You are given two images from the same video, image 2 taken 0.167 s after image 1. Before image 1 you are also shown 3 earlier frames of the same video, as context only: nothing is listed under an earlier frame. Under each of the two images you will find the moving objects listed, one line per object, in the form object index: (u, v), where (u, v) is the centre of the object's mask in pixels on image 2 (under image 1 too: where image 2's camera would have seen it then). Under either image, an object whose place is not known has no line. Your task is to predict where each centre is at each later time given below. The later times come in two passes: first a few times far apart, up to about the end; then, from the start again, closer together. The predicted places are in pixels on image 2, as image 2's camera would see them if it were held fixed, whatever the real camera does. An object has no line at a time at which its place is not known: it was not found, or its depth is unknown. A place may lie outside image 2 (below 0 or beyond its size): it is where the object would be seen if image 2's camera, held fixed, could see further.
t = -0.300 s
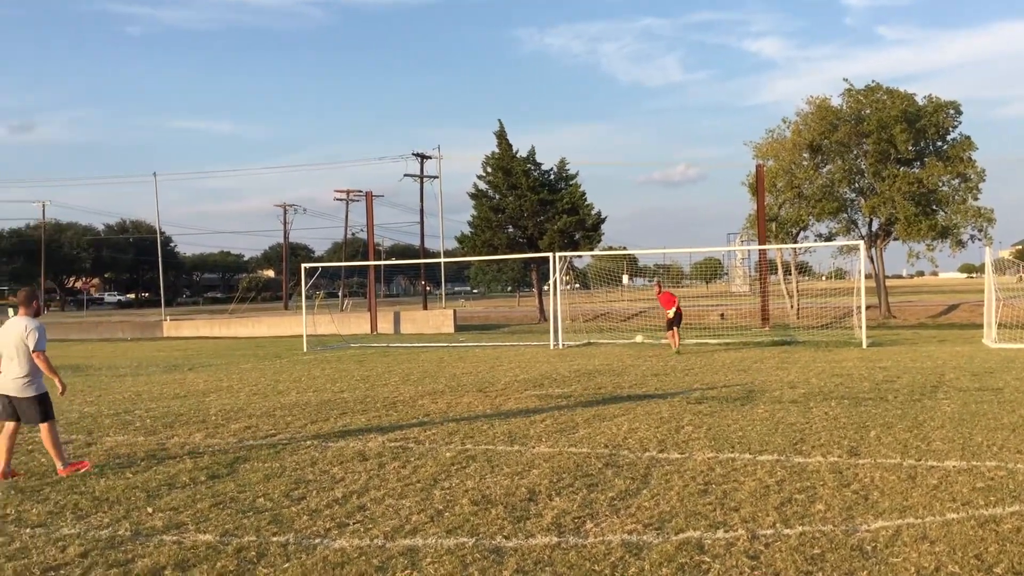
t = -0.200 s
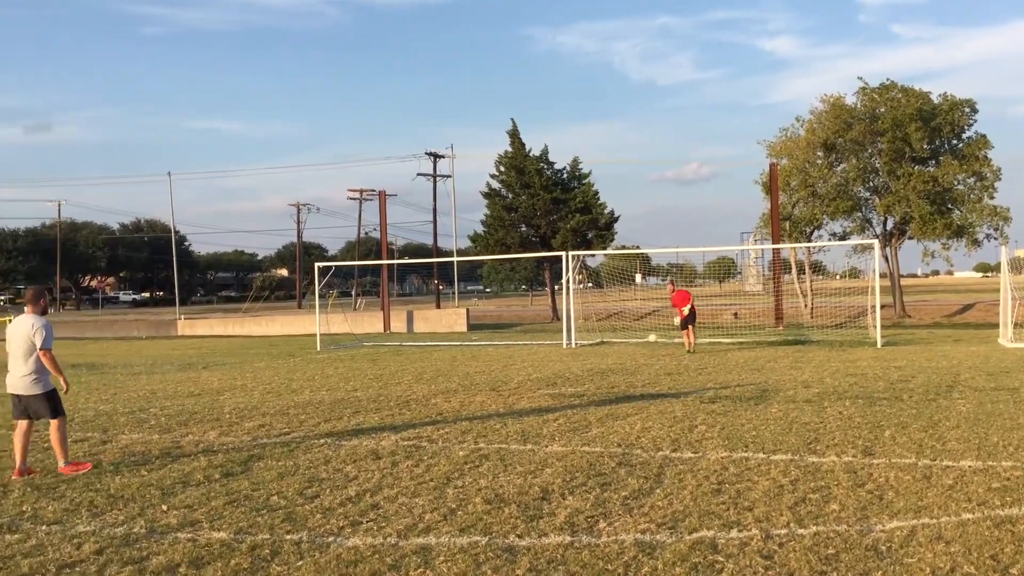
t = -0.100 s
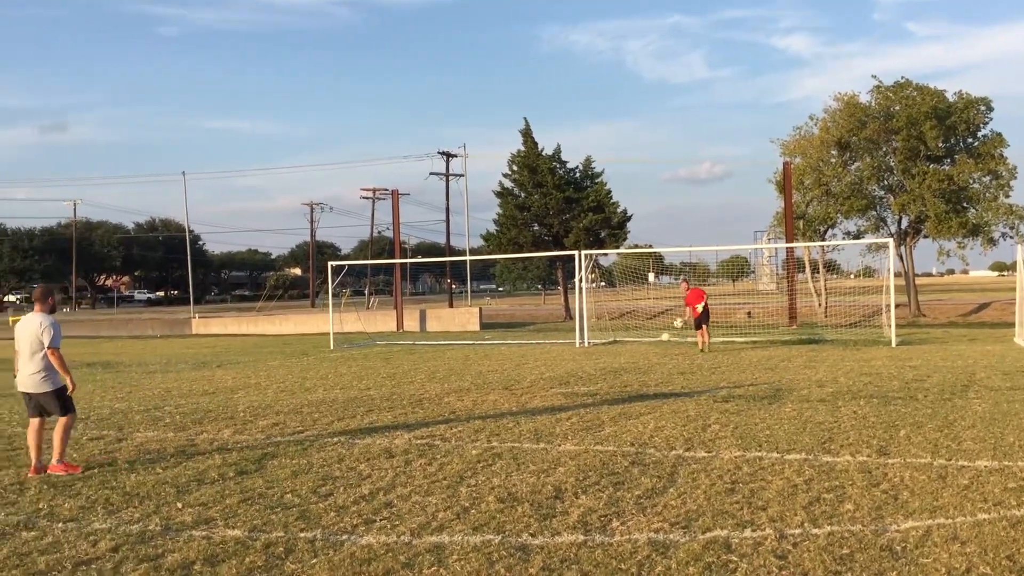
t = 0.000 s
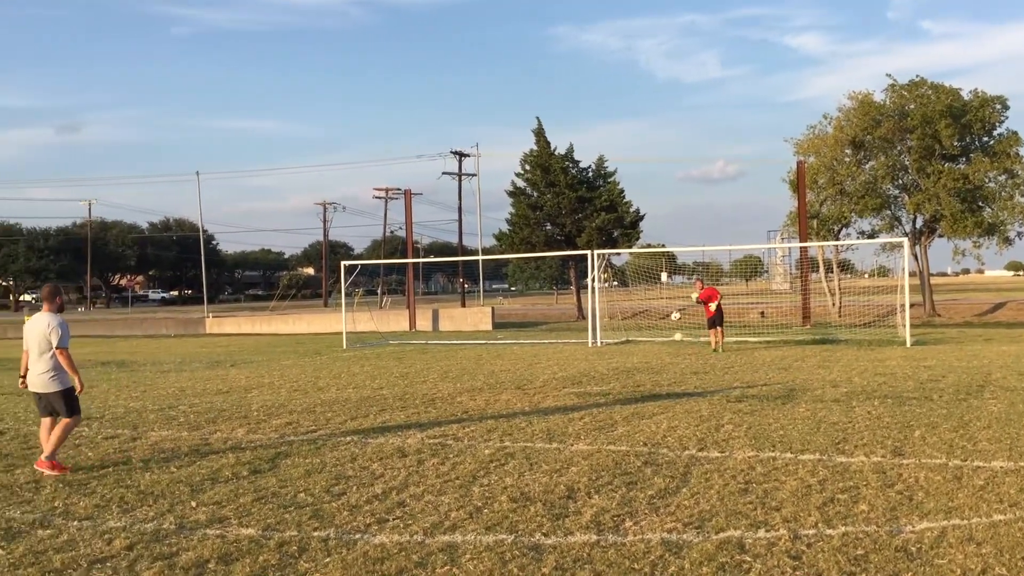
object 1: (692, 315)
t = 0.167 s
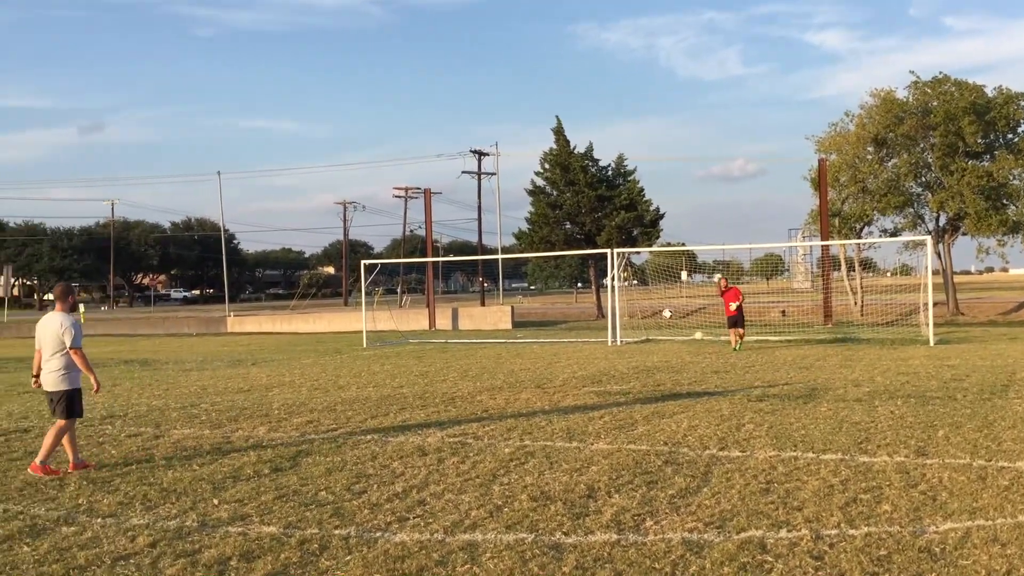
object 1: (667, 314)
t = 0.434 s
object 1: (622, 344)
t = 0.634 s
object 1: (584, 359)
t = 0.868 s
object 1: (543, 356)
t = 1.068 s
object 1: (502, 383)
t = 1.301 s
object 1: (451, 377)
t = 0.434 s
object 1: (622, 344)
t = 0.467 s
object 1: (614, 350)
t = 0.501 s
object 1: (607, 358)
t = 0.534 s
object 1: (600, 366)
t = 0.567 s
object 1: (594, 366)
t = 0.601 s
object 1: (589, 362)
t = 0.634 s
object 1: (584, 359)
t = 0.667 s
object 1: (578, 356)
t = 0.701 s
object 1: (573, 354)
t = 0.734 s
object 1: (567, 354)
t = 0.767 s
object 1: (562, 353)
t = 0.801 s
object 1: (556, 353)
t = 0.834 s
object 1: (549, 354)
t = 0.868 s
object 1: (543, 356)
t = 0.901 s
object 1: (537, 358)
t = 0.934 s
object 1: (530, 362)
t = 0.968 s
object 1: (524, 366)
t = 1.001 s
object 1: (516, 371)
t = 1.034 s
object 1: (509, 376)
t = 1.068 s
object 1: (502, 383)
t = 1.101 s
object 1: (495, 383)
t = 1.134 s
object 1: (488, 380)
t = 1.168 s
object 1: (482, 378)
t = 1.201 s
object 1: (474, 377)
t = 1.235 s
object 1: (466, 376)
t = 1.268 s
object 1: (459, 377)
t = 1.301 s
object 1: (451, 377)
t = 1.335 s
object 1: (445, 379)
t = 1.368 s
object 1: (435, 382)
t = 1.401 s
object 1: (426, 386)
